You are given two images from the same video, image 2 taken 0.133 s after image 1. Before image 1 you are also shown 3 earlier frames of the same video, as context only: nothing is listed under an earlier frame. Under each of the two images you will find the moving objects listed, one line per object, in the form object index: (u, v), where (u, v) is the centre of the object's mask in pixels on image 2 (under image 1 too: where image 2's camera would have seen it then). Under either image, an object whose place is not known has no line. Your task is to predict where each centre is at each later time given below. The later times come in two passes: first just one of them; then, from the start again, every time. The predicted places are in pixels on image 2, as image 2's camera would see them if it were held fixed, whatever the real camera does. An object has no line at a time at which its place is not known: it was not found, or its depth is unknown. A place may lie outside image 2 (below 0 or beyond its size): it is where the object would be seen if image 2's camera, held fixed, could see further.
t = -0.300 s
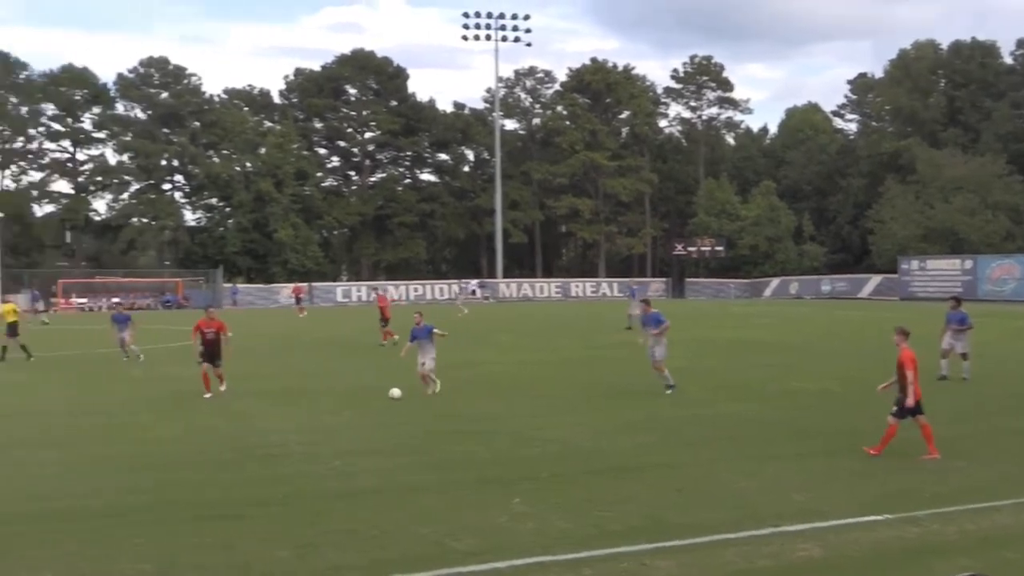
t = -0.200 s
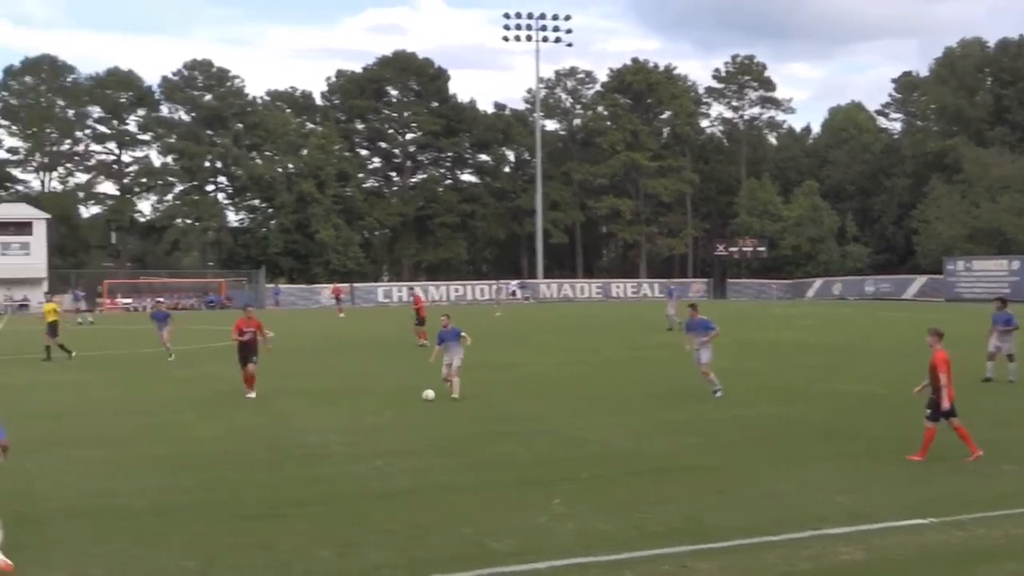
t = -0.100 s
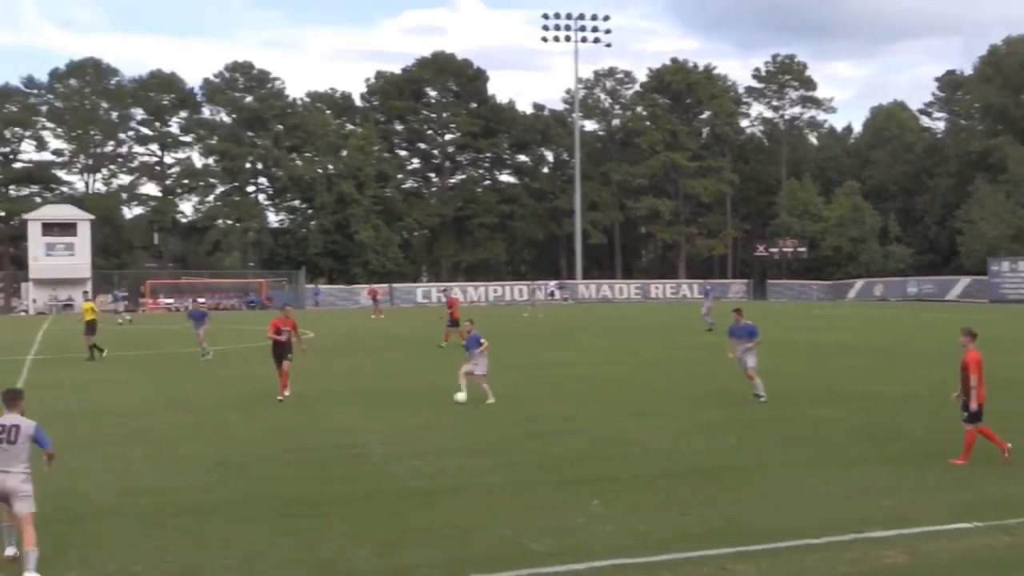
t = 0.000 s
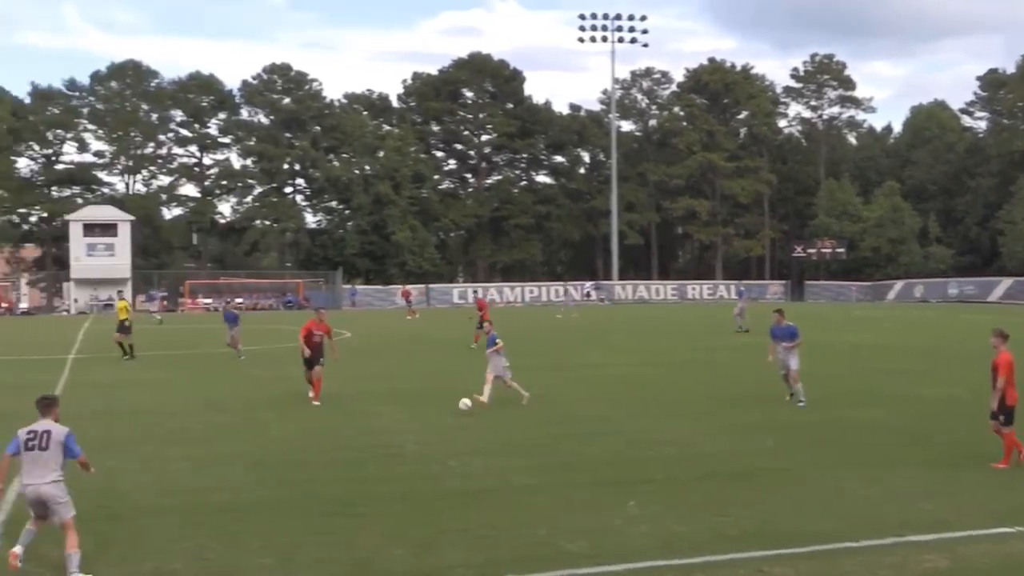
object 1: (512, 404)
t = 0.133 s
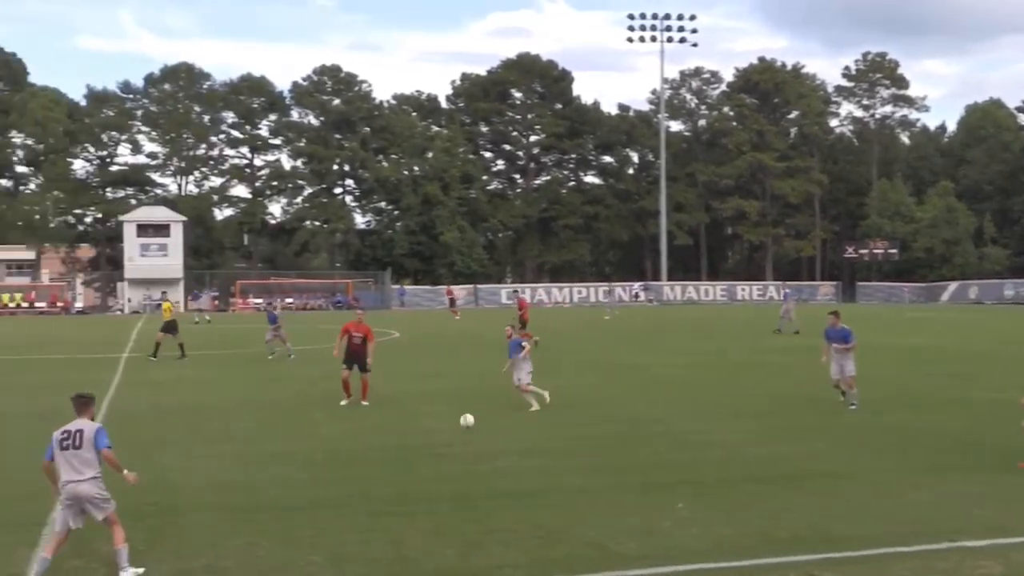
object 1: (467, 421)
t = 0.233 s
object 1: (431, 441)
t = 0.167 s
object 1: (455, 427)
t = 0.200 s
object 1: (443, 435)
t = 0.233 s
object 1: (431, 441)
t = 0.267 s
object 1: (419, 445)
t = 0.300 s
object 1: (408, 449)
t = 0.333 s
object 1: (396, 453)
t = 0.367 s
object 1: (385, 459)
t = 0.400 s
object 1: (374, 465)
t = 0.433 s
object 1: (364, 470)
